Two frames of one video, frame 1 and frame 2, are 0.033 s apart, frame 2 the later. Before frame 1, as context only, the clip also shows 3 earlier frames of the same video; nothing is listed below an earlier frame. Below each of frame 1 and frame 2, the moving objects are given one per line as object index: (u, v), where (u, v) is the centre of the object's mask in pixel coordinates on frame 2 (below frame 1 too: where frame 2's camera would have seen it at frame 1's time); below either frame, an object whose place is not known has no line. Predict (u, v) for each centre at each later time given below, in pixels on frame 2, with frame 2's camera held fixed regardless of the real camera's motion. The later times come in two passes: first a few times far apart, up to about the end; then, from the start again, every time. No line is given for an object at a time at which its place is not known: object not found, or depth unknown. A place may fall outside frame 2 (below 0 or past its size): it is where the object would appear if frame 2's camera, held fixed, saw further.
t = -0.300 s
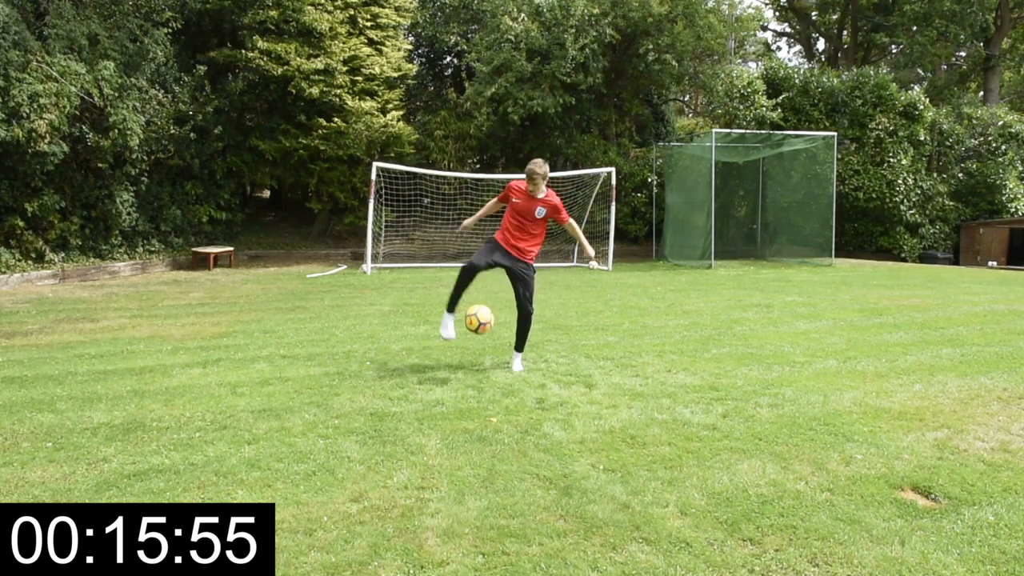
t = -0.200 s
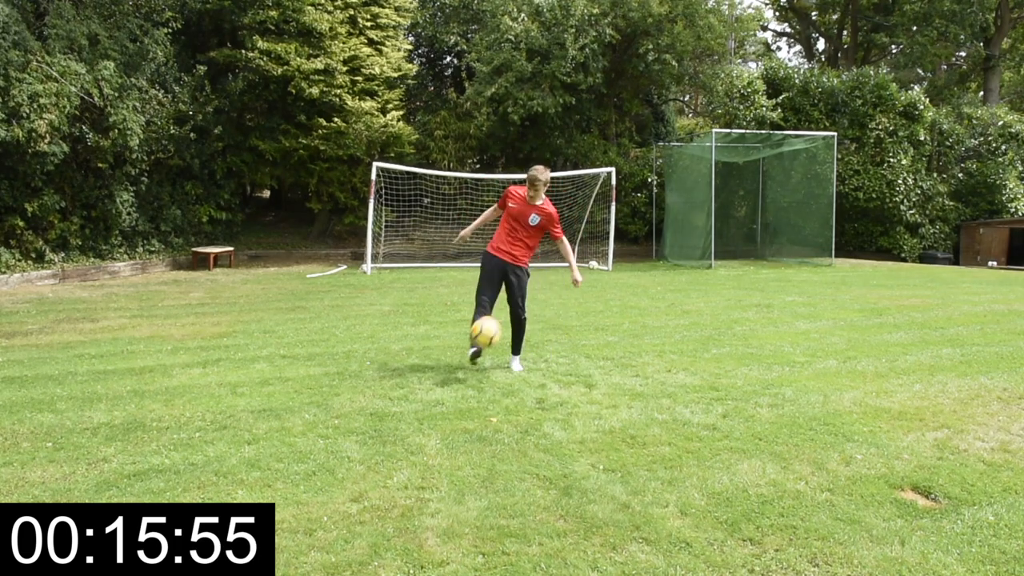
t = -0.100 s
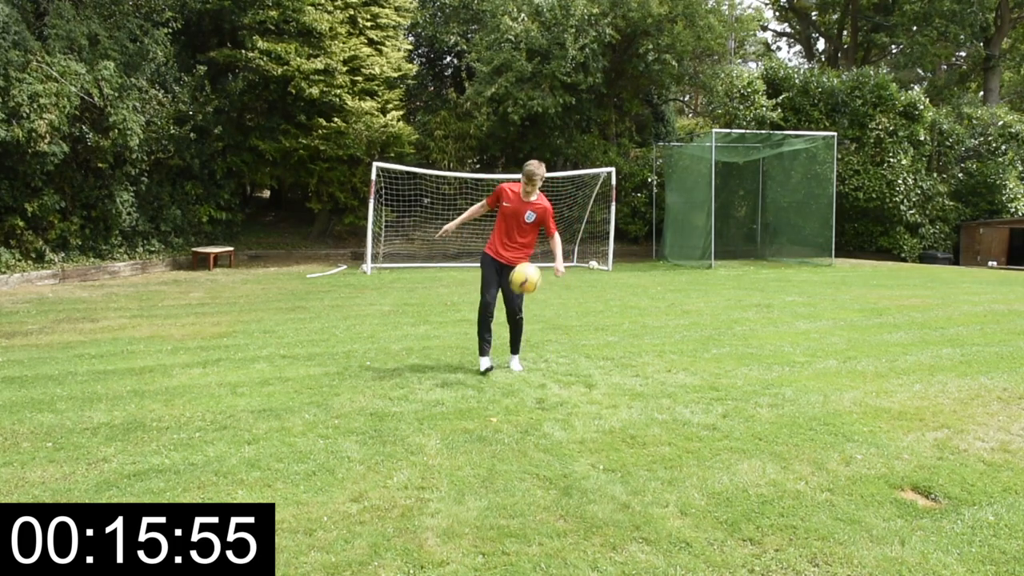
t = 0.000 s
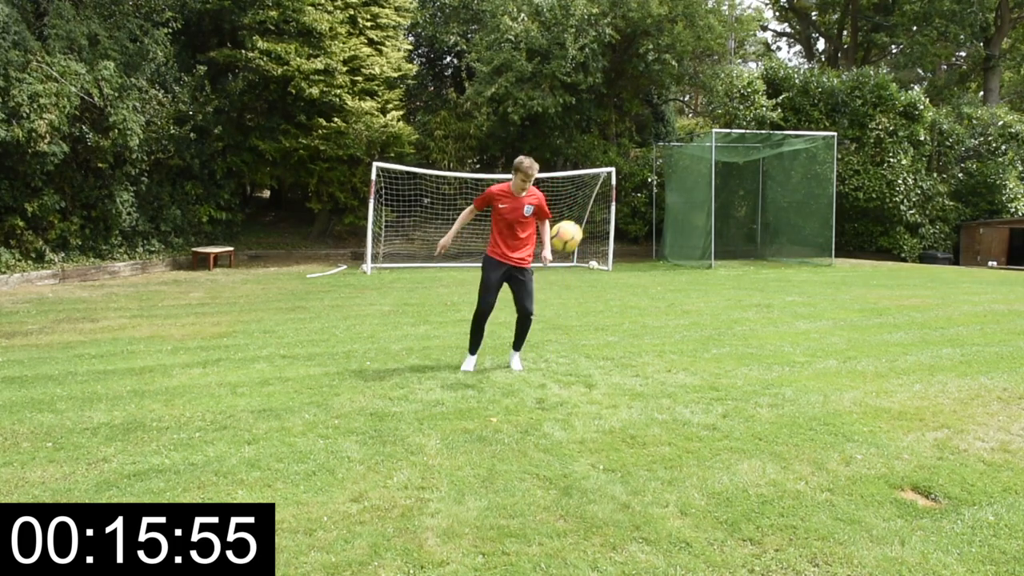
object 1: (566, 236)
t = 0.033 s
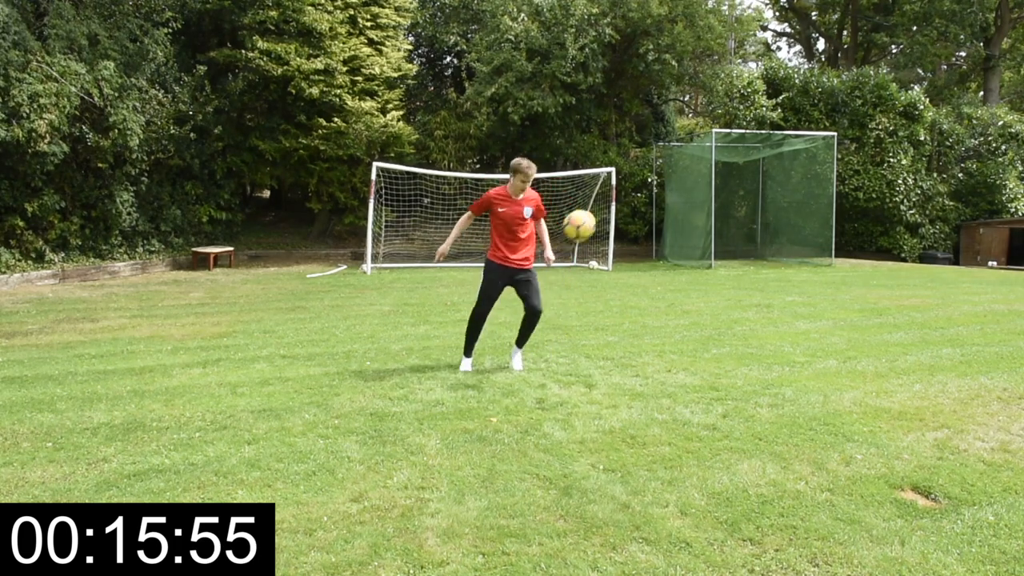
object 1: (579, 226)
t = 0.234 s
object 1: (662, 189)
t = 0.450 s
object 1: (753, 213)
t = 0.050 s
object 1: (586, 220)
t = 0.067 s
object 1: (593, 216)
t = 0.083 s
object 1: (600, 211)
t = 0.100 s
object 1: (607, 207)
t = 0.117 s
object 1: (614, 203)
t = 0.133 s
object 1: (621, 201)
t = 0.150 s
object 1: (628, 198)
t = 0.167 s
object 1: (634, 196)
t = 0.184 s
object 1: (642, 193)
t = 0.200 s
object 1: (648, 192)
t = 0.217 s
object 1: (656, 190)
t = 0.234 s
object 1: (662, 189)
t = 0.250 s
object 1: (669, 189)
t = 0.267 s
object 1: (676, 189)
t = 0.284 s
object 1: (683, 189)
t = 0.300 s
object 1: (690, 190)
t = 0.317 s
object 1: (697, 191)
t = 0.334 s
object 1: (705, 192)
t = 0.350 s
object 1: (711, 194)
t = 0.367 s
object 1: (718, 196)
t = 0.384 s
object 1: (726, 199)
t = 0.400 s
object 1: (732, 202)
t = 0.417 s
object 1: (739, 205)
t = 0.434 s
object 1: (746, 209)
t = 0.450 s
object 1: (753, 213)
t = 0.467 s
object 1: (760, 218)
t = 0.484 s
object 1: (767, 223)
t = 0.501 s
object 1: (774, 228)
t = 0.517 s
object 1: (781, 233)
